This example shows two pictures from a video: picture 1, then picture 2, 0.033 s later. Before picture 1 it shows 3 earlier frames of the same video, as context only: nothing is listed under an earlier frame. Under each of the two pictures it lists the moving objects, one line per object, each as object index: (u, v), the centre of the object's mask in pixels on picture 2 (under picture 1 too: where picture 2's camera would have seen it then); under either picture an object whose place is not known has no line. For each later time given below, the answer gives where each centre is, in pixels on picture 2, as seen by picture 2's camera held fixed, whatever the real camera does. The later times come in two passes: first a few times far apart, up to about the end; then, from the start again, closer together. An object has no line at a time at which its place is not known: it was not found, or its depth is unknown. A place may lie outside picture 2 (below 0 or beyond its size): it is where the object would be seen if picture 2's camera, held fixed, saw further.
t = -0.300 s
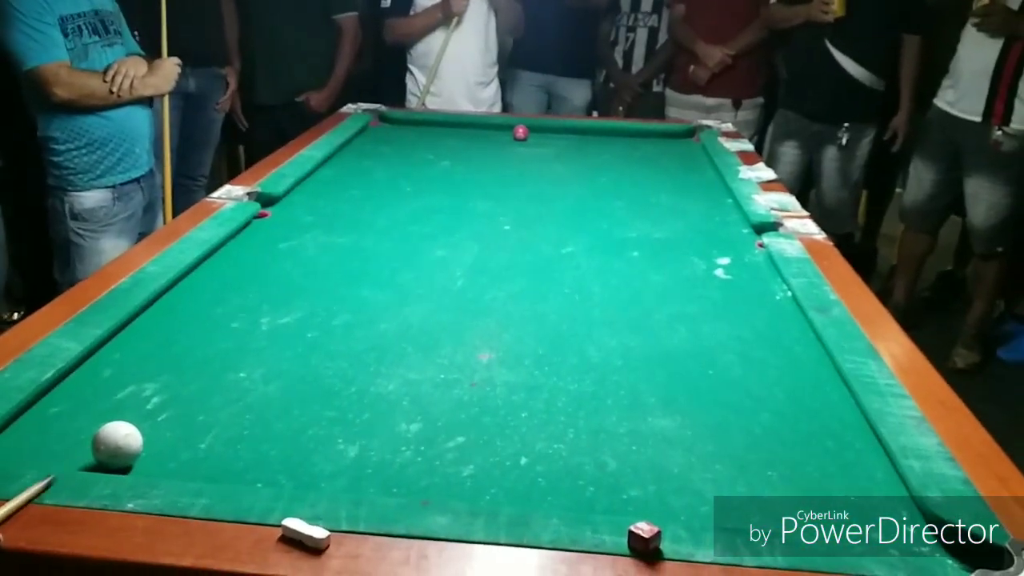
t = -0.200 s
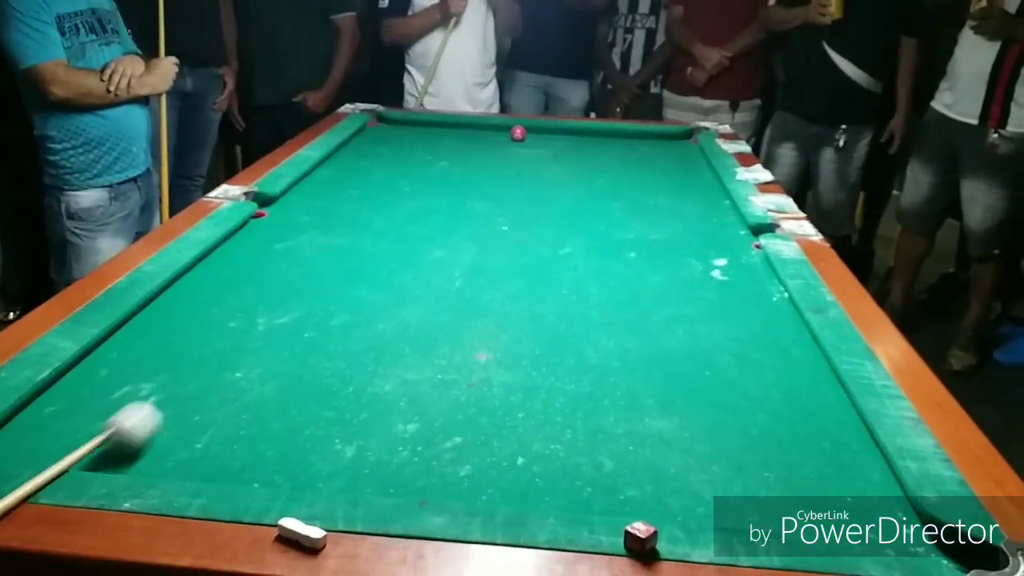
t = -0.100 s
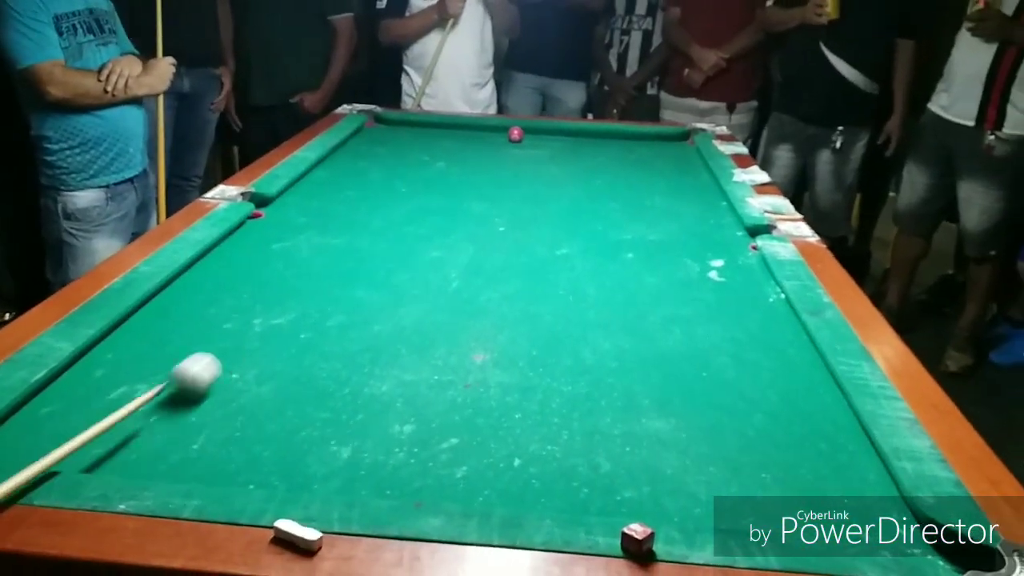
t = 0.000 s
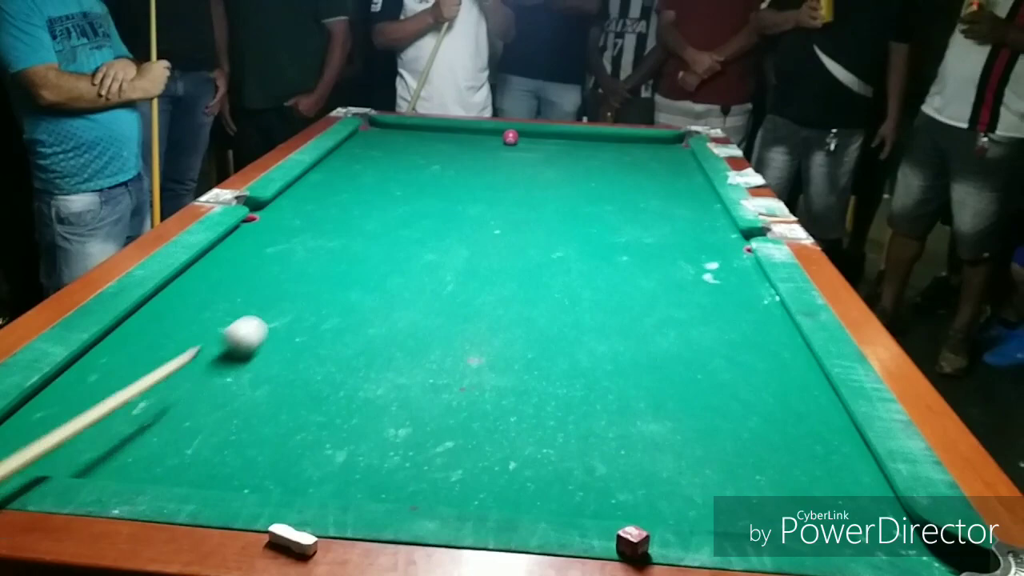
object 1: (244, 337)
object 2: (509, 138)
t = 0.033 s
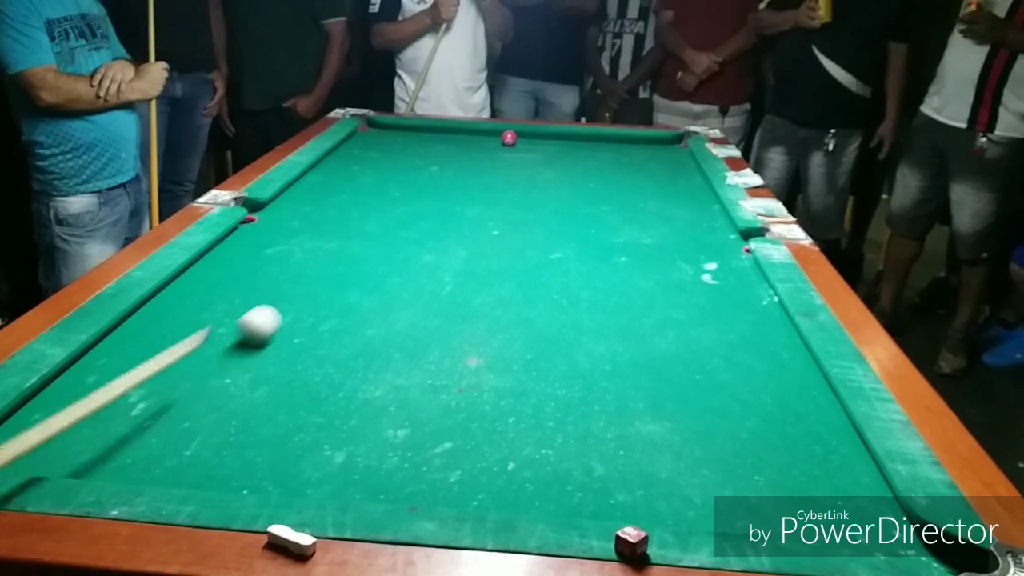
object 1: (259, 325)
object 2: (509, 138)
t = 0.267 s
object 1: (345, 257)
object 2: (509, 138)
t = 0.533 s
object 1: (408, 207)
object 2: (508, 137)
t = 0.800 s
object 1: (452, 173)
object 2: (509, 138)
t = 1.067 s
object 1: (484, 147)
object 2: (508, 138)
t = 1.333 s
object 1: (485, 129)
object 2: (536, 133)
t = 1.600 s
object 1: (465, 137)
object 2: (561, 138)
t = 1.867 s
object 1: (446, 144)
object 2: (586, 144)
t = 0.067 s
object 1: (275, 313)
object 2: (509, 138)
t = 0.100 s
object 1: (288, 302)
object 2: (509, 138)
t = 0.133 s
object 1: (301, 292)
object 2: (509, 138)
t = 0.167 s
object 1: (313, 283)
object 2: (509, 138)
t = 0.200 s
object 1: (324, 274)
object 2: (509, 138)
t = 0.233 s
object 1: (335, 265)
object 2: (509, 138)
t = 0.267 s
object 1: (345, 257)
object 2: (509, 138)
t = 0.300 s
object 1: (354, 250)
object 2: (508, 138)
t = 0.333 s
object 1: (363, 243)
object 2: (508, 138)
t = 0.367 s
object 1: (372, 236)
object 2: (509, 138)
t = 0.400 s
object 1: (380, 229)
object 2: (509, 137)
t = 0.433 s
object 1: (387, 223)
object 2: (509, 138)
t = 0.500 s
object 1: (401, 212)
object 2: (508, 137)
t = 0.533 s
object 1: (408, 207)
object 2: (508, 137)
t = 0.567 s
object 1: (414, 202)
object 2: (508, 137)
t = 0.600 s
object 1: (420, 197)
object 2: (508, 137)
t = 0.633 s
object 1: (426, 193)
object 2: (508, 137)
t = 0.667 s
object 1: (432, 188)
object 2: (508, 137)
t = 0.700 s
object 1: (437, 184)
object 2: (508, 138)
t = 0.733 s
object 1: (442, 180)
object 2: (509, 138)
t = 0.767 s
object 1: (447, 177)
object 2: (509, 138)
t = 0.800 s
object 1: (452, 173)
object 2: (509, 138)
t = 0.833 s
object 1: (457, 169)
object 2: (509, 138)
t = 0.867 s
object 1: (461, 166)
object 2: (508, 138)
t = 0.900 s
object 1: (465, 162)
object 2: (509, 137)
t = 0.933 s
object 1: (469, 159)
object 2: (508, 138)
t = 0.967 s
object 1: (473, 156)
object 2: (508, 138)
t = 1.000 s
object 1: (476, 153)
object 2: (508, 138)
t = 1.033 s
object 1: (480, 150)
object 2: (508, 138)
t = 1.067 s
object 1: (484, 147)
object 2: (508, 138)
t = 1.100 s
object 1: (488, 144)
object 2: (508, 138)
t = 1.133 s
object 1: (491, 142)
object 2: (508, 137)
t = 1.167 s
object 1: (494, 139)
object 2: (510, 137)
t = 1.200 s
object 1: (493, 137)
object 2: (514, 136)
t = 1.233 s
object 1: (490, 135)
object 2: (520, 135)
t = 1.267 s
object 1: (488, 133)
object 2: (526, 134)
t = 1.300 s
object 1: (487, 131)
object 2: (531, 134)
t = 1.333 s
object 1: (485, 129)
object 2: (536, 133)
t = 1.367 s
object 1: (483, 129)
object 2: (540, 134)
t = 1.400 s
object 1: (480, 130)
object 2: (543, 134)
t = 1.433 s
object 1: (477, 131)
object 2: (546, 134)
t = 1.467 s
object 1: (475, 132)
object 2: (549, 135)
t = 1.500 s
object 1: (473, 133)
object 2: (552, 136)
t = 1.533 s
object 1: (470, 135)
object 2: (555, 137)
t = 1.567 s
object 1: (468, 136)
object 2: (558, 137)
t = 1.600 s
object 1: (465, 137)
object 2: (561, 138)
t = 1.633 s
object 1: (463, 137)
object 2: (564, 139)
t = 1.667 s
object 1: (461, 138)
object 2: (567, 140)
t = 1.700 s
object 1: (458, 139)
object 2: (570, 140)
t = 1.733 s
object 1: (456, 140)
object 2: (573, 141)
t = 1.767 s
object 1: (454, 141)
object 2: (577, 142)
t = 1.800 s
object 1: (452, 142)
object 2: (580, 142)
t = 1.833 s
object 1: (449, 143)
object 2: (583, 143)
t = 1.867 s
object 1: (446, 144)
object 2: (586, 144)
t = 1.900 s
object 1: (444, 145)
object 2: (589, 144)
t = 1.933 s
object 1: (441, 146)
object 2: (591, 145)
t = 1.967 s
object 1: (438, 146)
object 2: (594, 145)
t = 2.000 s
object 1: (436, 146)
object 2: (596, 145)
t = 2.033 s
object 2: (599, 146)
